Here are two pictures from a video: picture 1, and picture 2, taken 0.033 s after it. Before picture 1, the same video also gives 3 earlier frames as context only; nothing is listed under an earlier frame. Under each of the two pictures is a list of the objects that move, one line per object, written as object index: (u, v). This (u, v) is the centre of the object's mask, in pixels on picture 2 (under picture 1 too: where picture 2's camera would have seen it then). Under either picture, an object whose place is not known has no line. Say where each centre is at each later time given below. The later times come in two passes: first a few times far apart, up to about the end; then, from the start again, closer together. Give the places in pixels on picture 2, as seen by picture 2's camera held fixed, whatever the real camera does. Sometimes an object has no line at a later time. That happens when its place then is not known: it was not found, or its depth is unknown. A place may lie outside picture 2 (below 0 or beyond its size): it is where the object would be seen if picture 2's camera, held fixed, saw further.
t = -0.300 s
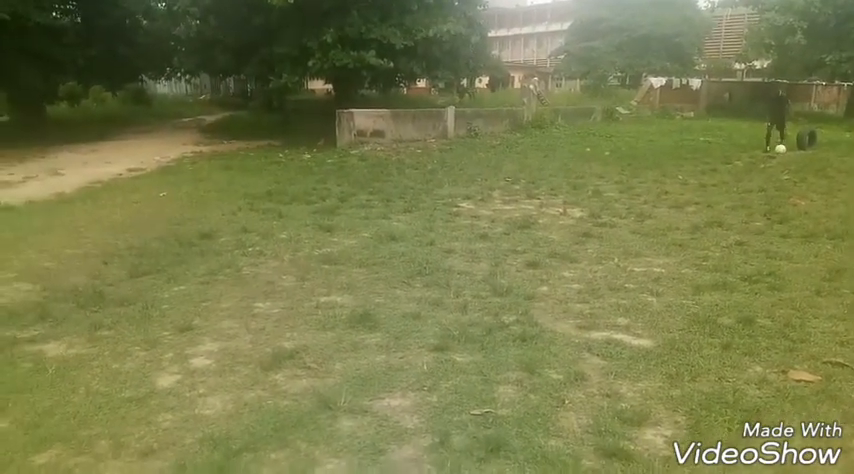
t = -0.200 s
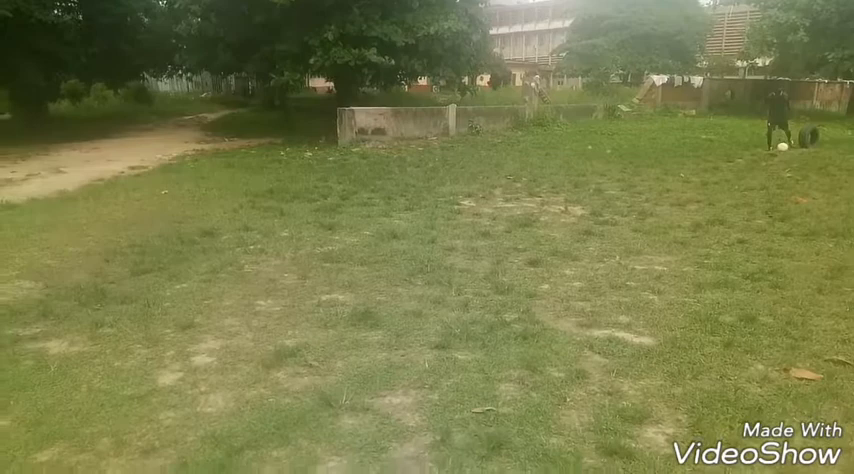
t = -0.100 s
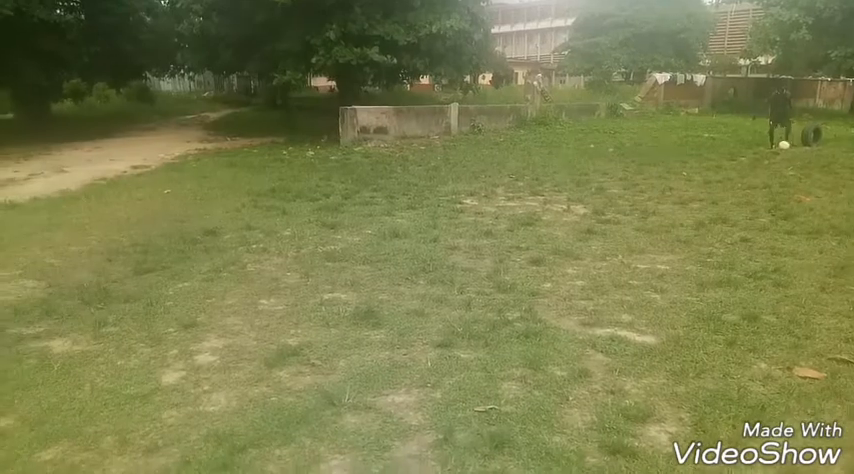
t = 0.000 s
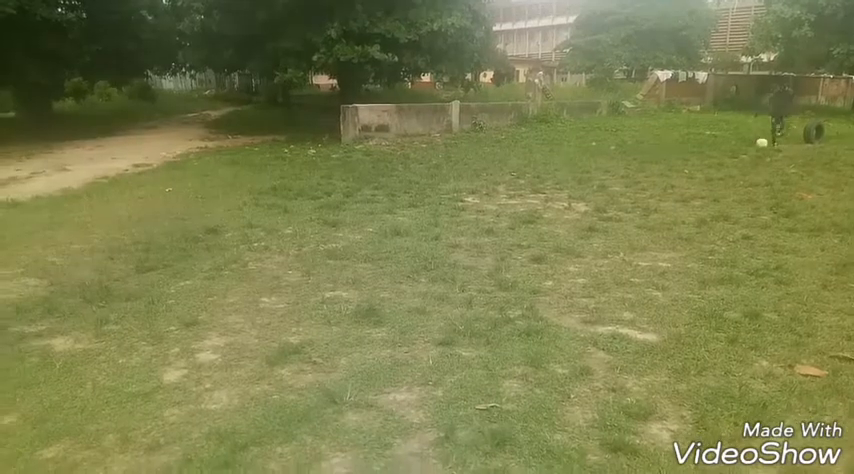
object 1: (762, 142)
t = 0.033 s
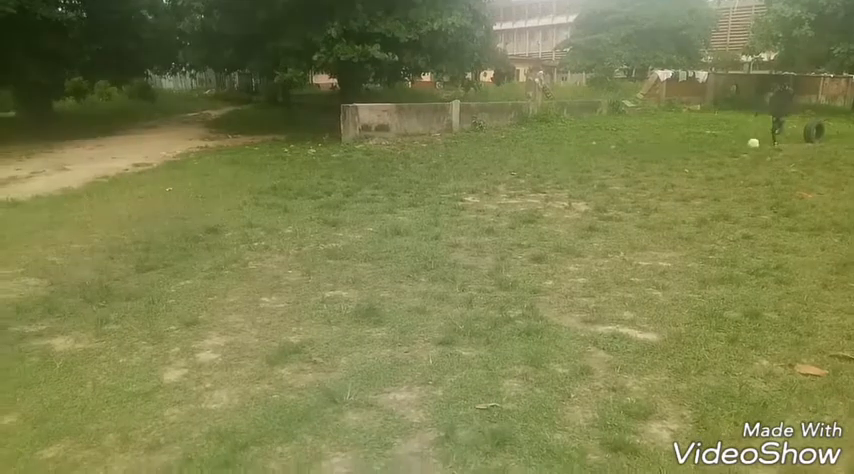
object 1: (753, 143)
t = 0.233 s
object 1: (697, 152)
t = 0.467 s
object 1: (632, 159)
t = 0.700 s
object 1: (572, 160)
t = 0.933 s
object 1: (508, 178)
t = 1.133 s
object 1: (450, 166)
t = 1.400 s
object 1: (367, 190)
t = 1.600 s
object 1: (298, 189)
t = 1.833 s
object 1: (212, 210)
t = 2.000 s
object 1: (146, 212)
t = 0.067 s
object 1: (744, 145)
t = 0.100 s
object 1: (734, 147)
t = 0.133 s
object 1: (724, 150)
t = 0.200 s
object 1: (706, 153)
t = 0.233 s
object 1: (697, 152)
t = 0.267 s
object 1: (688, 151)
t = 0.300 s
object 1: (679, 151)
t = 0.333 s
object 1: (670, 151)
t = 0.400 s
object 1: (652, 153)
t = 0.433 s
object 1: (642, 156)
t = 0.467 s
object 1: (632, 159)
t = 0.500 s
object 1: (622, 163)
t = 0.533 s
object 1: (612, 167)
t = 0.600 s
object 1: (596, 162)
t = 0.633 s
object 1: (588, 161)
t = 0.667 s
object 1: (580, 160)
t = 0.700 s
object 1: (572, 160)
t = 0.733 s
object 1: (563, 160)
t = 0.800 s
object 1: (545, 163)
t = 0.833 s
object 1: (536, 167)
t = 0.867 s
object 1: (527, 170)
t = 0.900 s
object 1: (518, 174)
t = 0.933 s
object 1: (508, 178)
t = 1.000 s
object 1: (490, 172)
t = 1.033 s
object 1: (480, 169)
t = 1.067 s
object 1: (470, 167)
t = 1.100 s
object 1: (460, 167)
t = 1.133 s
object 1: (450, 166)
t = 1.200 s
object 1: (430, 168)
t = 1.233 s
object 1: (420, 169)
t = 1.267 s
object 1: (410, 172)
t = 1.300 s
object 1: (399, 175)
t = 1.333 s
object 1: (388, 180)
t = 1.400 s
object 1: (367, 190)
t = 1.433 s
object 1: (356, 189)
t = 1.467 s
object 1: (344, 188)
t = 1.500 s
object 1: (333, 186)
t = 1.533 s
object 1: (321, 186)
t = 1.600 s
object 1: (298, 189)
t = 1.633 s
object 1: (285, 191)
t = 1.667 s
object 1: (273, 195)
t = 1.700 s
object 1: (261, 199)
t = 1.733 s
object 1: (249, 204)
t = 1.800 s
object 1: (224, 211)
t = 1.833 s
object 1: (212, 210)
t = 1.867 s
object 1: (199, 208)
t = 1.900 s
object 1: (186, 208)
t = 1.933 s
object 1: (173, 208)
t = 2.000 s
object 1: (146, 212)
